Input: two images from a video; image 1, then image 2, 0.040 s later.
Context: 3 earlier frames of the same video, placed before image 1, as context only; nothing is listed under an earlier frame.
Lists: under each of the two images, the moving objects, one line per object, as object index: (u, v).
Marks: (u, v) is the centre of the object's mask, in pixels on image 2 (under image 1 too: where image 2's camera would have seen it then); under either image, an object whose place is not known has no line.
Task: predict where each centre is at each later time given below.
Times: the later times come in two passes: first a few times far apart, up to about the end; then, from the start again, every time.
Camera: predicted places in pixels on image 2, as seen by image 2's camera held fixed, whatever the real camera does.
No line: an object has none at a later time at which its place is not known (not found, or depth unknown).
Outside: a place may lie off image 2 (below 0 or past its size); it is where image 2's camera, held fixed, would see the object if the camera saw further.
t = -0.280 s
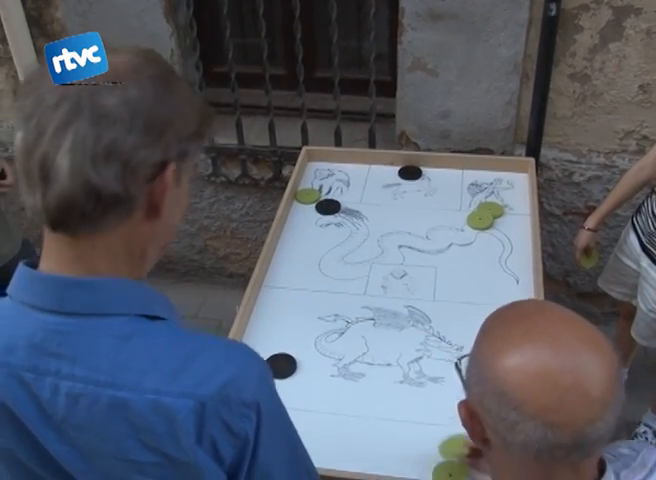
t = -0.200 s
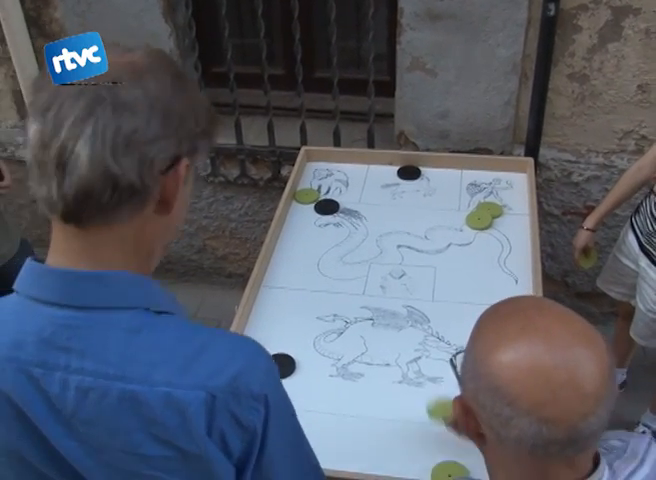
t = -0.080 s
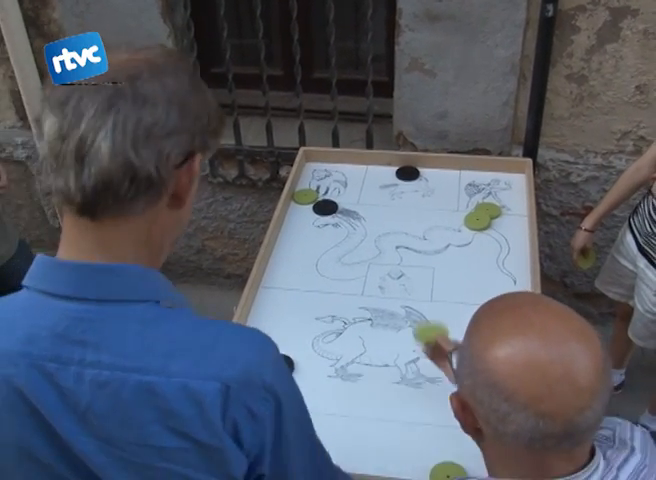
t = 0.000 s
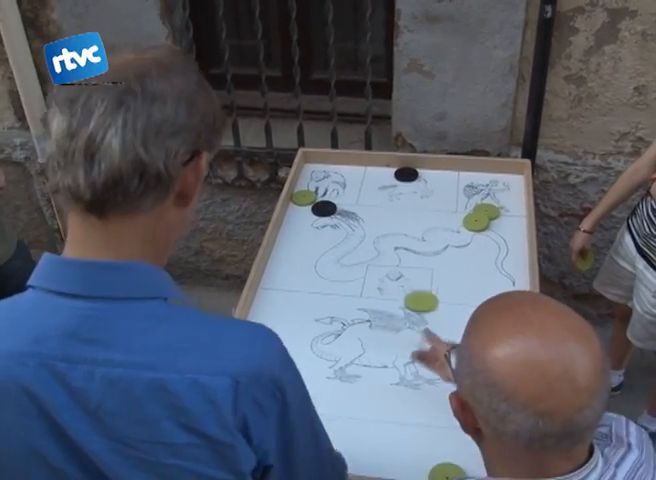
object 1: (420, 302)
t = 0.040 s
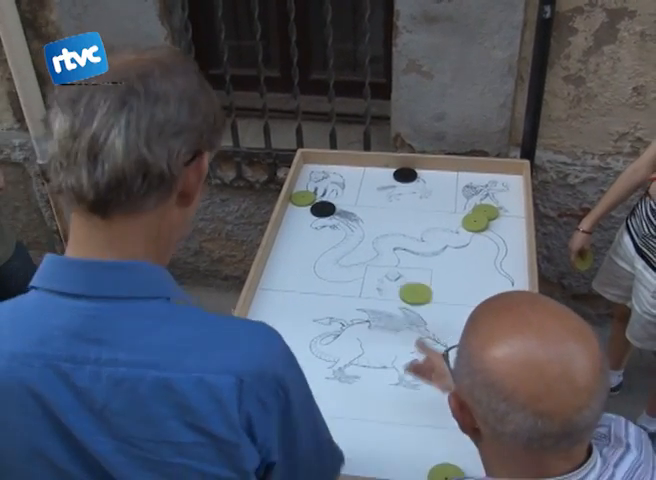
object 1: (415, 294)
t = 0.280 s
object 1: (397, 272)
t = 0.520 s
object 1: (392, 266)
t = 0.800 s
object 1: (387, 265)
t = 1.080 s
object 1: (389, 266)
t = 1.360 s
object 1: (389, 266)
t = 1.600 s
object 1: (389, 266)
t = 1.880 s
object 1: (389, 266)
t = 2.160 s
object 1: (389, 267)
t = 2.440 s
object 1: (389, 267)
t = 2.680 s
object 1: (389, 267)
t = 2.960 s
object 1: (389, 266)
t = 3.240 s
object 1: (389, 266)
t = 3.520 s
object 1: (389, 266)
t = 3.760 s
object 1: (389, 266)
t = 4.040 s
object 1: (389, 266)
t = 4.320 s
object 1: (389, 267)
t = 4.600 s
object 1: (389, 267)
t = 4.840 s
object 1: (389, 266)
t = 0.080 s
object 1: (411, 291)
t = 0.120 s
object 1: (407, 292)
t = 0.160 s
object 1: (403, 295)
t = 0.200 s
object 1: (401, 285)
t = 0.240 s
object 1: (399, 279)
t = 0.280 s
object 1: (397, 272)
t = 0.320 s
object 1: (394, 271)
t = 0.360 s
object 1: (393, 270)
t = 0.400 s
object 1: (392, 268)
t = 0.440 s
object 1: (392, 267)
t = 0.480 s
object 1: (392, 266)
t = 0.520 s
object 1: (392, 266)
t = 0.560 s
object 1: (392, 266)
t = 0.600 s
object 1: (392, 264)
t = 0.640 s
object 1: (391, 263)
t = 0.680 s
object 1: (390, 264)
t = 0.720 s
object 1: (389, 263)
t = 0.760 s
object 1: (388, 263)
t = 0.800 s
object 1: (387, 265)
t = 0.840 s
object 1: (387, 265)
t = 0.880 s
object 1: (388, 266)
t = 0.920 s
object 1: (388, 266)
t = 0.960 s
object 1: (389, 266)
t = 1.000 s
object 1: (389, 266)
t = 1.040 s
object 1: (390, 266)
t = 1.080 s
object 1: (389, 266)
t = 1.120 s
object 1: (390, 266)
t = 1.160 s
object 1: (389, 266)
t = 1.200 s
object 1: (389, 266)
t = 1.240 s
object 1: (389, 266)
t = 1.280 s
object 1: (389, 266)
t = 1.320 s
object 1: (389, 266)
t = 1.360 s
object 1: (389, 266)
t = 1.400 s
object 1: (389, 266)
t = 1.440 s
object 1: (389, 266)
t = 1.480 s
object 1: (389, 266)
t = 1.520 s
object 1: (389, 266)
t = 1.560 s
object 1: (389, 266)
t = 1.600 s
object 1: (389, 266)
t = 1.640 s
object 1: (389, 266)
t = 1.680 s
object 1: (389, 266)
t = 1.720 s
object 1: (389, 266)
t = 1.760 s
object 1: (389, 266)
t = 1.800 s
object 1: (389, 266)
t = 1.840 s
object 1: (389, 266)
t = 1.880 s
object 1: (389, 266)
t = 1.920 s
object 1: (389, 267)
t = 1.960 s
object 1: (389, 267)
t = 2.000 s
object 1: (389, 267)
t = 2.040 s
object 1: (389, 267)
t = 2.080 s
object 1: (389, 267)
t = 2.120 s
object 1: (389, 267)
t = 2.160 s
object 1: (389, 267)
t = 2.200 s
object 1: (389, 267)
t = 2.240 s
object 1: (389, 267)
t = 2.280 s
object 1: (389, 267)
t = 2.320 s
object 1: (389, 267)
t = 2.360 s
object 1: (389, 267)
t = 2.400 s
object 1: (389, 267)
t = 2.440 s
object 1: (389, 267)
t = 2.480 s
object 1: (389, 267)
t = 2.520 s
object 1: (389, 267)
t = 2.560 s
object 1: (389, 267)
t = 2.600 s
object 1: (389, 266)
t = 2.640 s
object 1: (389, 266)
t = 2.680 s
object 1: (389, 267)
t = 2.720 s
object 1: (389, 266)
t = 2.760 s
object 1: (389, 266)
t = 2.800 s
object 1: (389, 266)
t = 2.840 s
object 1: (389, 266)
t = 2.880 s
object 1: (389, 267)
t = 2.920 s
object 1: (389, 266)
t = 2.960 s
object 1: (389, 266)
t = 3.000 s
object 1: (389, 267)
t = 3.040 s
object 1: (389, 266)
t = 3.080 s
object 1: (389, 266)
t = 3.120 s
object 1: (389, 266)
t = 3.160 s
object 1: (389, 266)
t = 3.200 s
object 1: (389, 266)
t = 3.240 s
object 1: (389, 266)
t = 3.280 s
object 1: (389, 266)
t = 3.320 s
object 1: (389, 266)
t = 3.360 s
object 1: (389, 266)
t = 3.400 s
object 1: (389, 266)
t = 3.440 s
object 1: (389, 266)
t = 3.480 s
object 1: (389, 266)
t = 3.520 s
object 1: (389, 266)
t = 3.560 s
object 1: (390, 266)
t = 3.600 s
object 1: (389, 266)
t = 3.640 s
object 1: (389, 266)
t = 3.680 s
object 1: (389, 266)
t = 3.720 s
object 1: (389, 266)
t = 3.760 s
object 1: (389, 266)
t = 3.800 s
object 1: (389, 266)
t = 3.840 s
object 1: (389, 266)
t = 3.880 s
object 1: (389, 267)
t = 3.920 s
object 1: (389, 266)
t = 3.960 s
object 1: (389, 267)
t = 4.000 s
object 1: (389, 267)
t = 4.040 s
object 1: (389, 266)
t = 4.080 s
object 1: (389, 266)
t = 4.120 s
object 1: (389, 266)
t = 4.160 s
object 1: (389, 266)
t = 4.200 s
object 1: (389, 266)
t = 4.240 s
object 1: (389, 266)
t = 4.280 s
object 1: (389, 266)
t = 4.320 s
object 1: (389, 267)
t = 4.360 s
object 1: (389, 266)
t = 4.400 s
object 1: (389, 267)
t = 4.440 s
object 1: (389, 266)
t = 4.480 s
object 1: (389, 266)
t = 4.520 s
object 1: (389, 266)
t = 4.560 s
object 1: (389, 266)
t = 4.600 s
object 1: (389, 267)
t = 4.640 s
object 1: (389, 266)
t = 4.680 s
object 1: (389, 267)
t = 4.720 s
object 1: (389, 266)
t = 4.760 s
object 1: (389, 266)
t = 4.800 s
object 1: (389, 266)
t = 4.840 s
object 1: (389, 266)
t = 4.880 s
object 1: (389, 267)
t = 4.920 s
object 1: (389, 267)
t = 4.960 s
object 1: (389, 267)
